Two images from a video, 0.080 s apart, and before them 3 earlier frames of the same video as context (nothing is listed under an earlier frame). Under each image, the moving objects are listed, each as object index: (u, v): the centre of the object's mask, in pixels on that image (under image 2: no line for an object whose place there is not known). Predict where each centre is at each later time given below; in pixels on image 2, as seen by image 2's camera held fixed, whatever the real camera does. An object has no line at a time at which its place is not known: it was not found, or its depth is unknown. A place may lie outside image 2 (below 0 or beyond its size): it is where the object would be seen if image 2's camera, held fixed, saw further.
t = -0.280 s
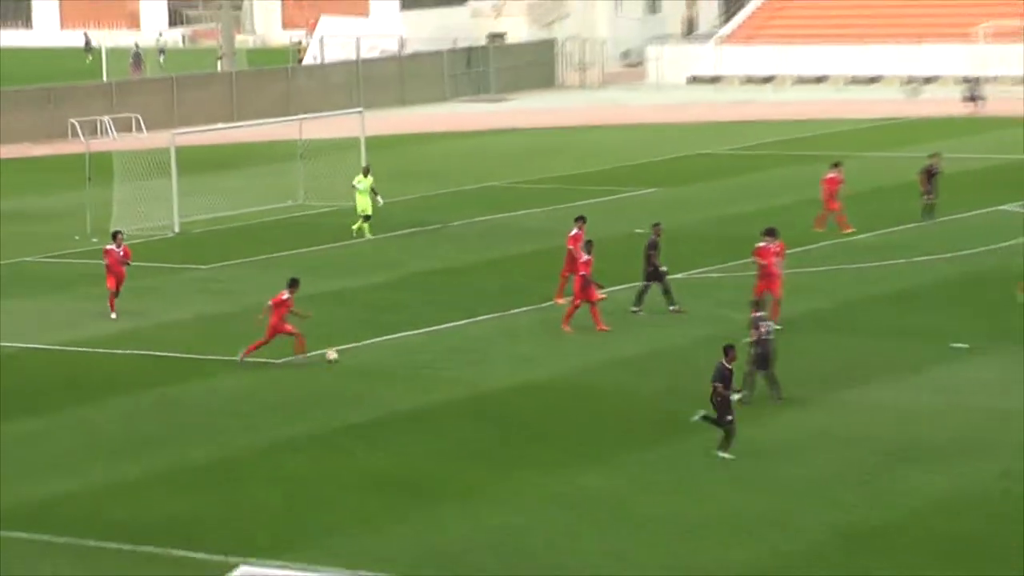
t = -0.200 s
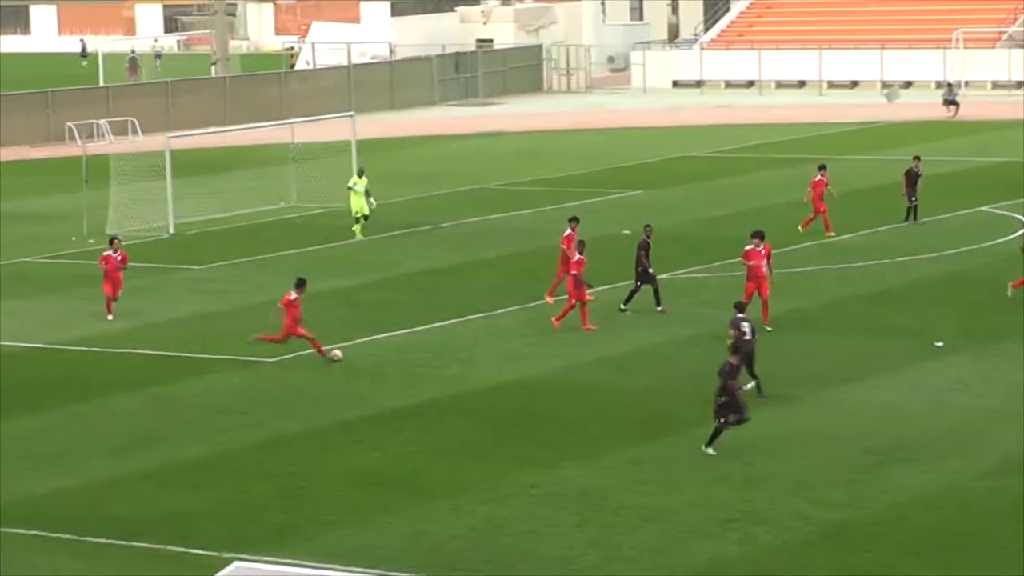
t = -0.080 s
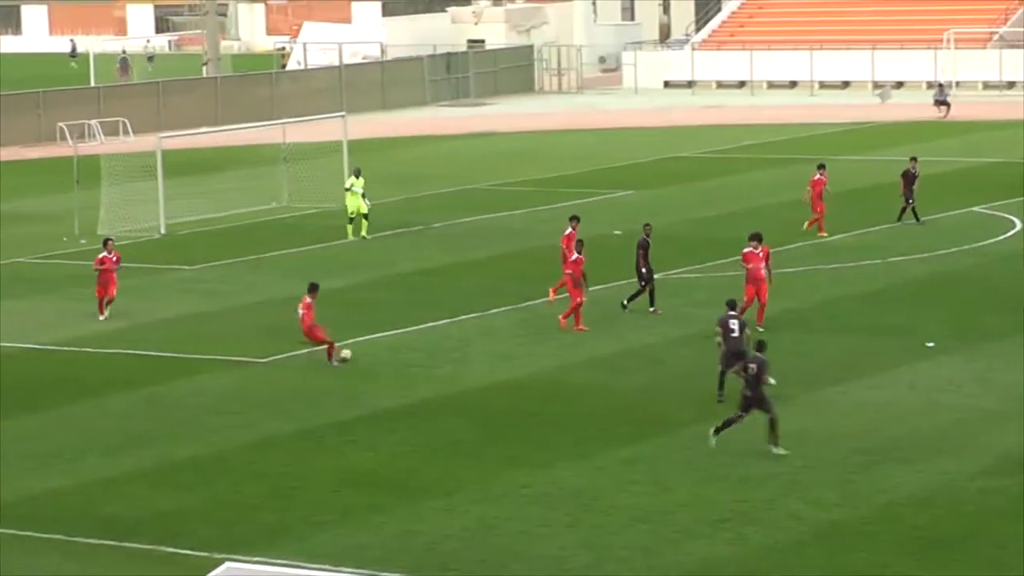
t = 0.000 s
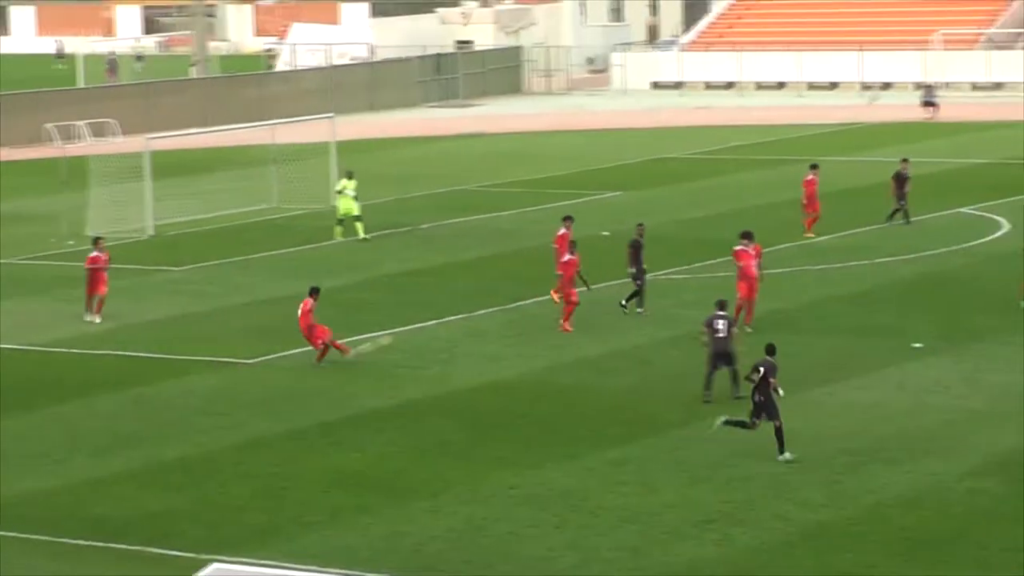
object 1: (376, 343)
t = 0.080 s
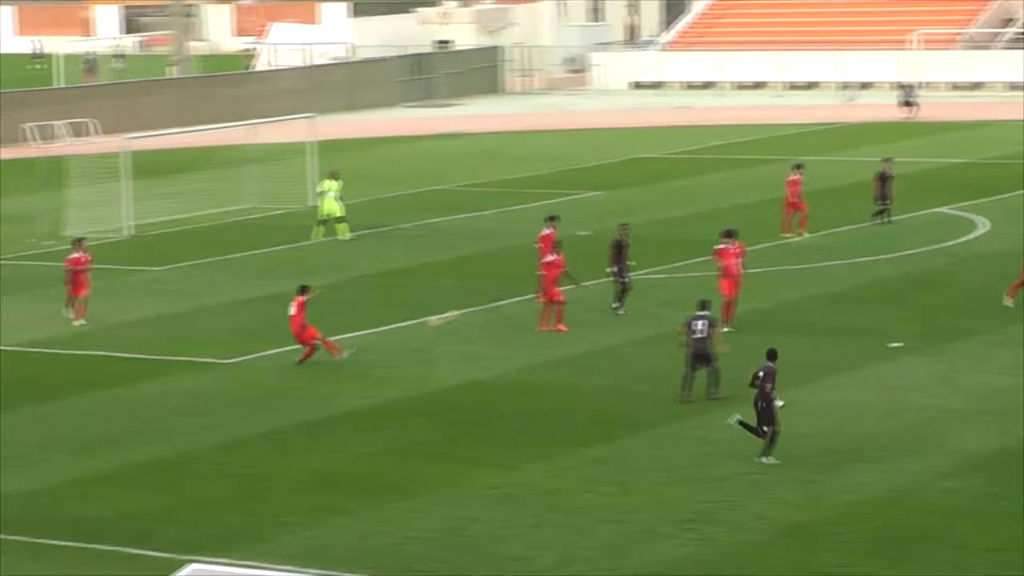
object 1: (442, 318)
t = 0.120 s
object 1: (485, 306)
